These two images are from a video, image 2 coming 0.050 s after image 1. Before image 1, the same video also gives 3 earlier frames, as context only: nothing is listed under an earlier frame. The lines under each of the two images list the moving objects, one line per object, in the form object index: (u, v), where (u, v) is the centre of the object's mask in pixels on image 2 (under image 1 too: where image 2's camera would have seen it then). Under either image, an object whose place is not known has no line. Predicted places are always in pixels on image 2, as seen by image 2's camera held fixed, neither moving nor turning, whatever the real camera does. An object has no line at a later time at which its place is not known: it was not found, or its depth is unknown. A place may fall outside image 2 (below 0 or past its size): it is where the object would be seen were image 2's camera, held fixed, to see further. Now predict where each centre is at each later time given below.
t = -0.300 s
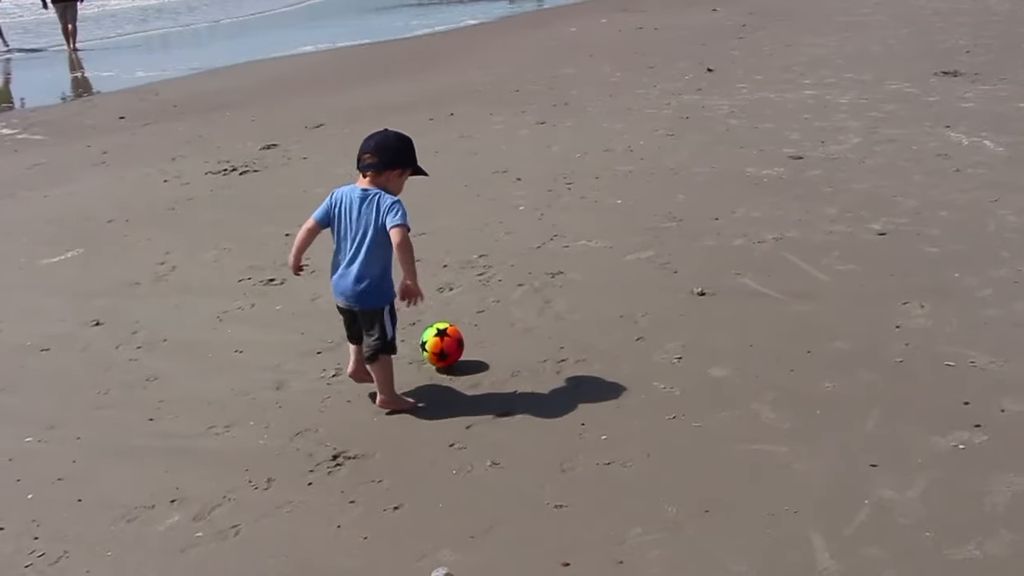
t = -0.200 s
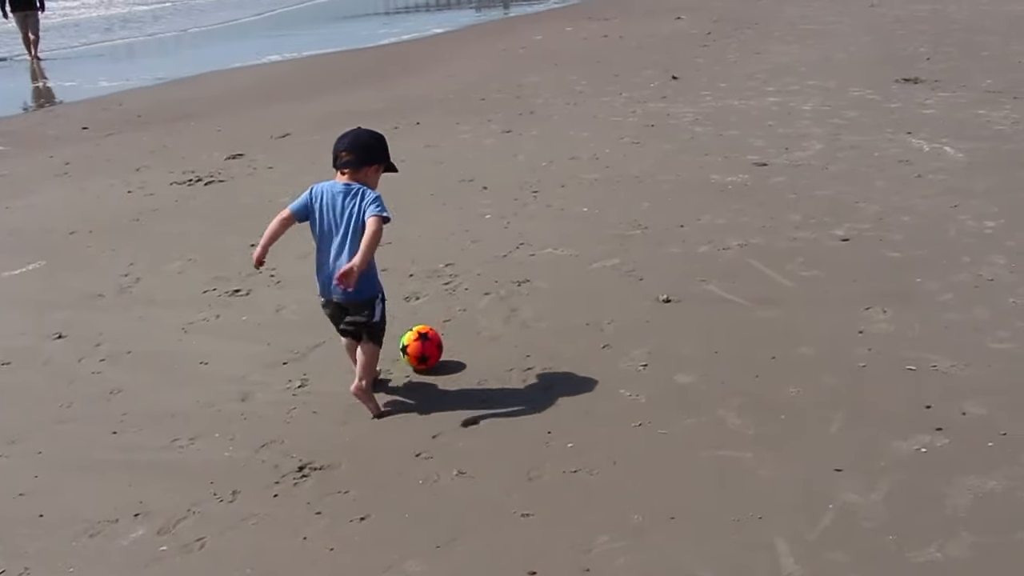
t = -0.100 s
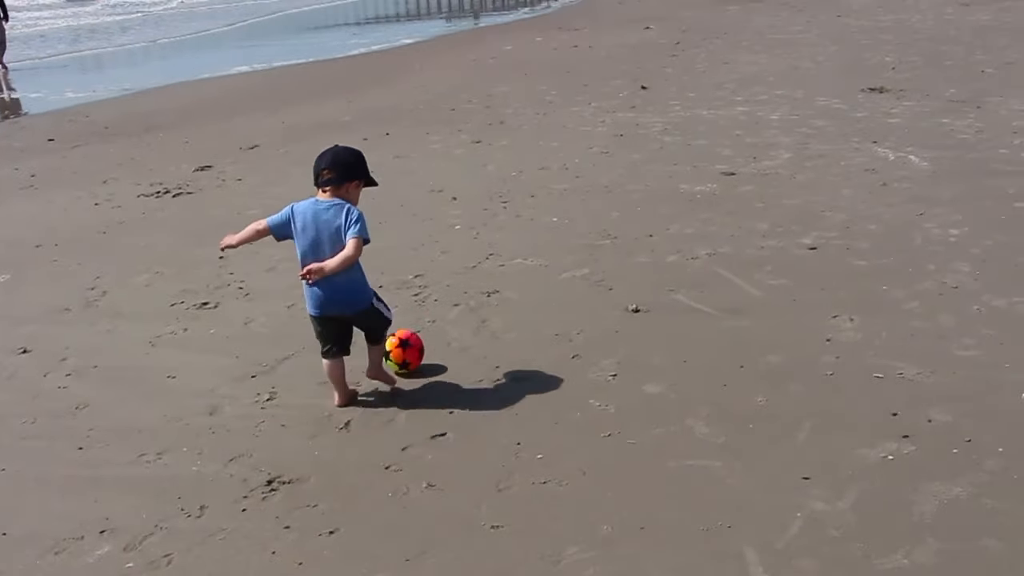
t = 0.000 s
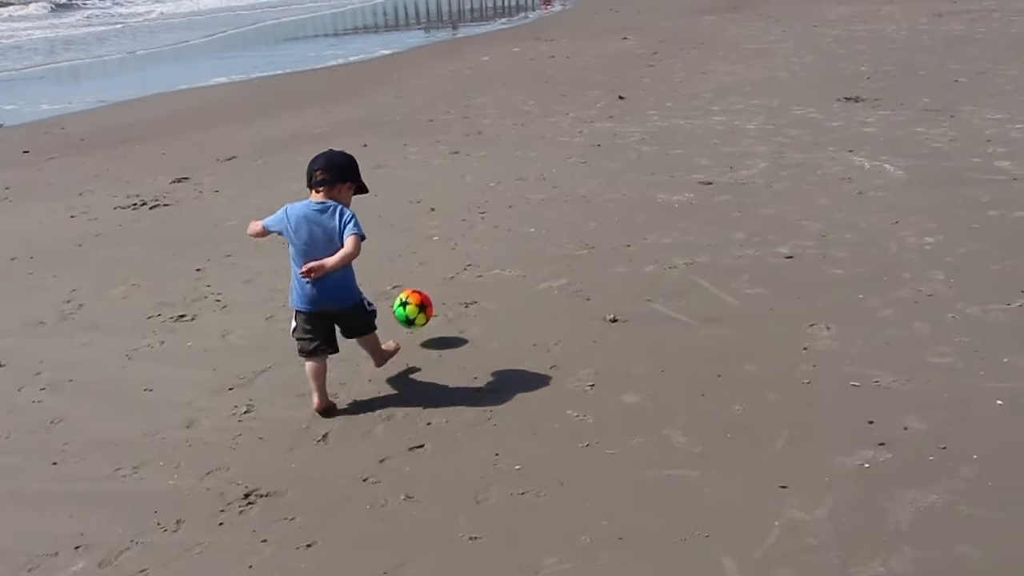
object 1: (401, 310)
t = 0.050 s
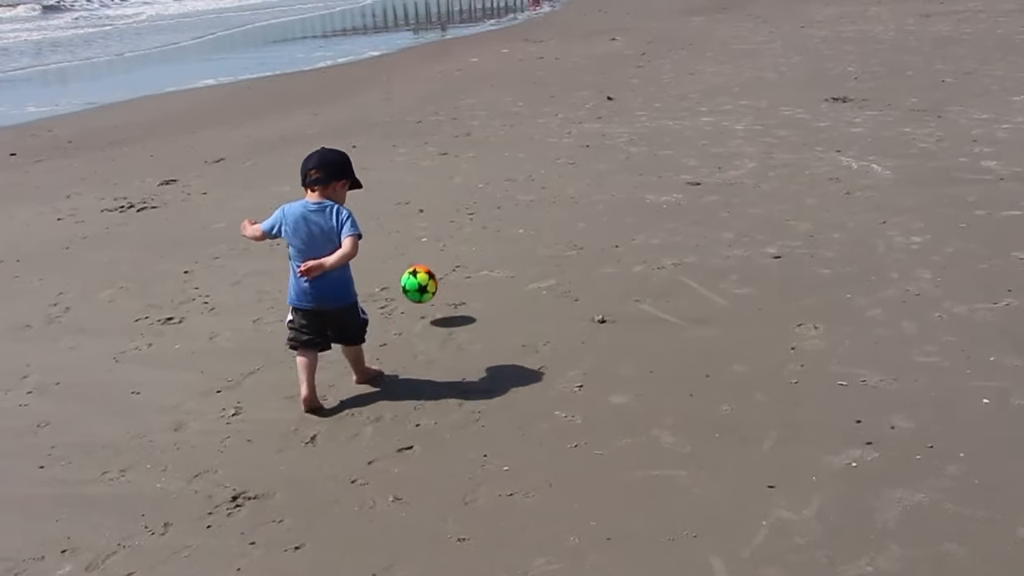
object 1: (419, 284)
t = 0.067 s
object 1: (424, 277)
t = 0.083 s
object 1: (430, 272)
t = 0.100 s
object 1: (435, 267)
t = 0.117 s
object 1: (440, 262)
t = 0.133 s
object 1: (445, 259)
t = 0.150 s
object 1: (450, 256)
